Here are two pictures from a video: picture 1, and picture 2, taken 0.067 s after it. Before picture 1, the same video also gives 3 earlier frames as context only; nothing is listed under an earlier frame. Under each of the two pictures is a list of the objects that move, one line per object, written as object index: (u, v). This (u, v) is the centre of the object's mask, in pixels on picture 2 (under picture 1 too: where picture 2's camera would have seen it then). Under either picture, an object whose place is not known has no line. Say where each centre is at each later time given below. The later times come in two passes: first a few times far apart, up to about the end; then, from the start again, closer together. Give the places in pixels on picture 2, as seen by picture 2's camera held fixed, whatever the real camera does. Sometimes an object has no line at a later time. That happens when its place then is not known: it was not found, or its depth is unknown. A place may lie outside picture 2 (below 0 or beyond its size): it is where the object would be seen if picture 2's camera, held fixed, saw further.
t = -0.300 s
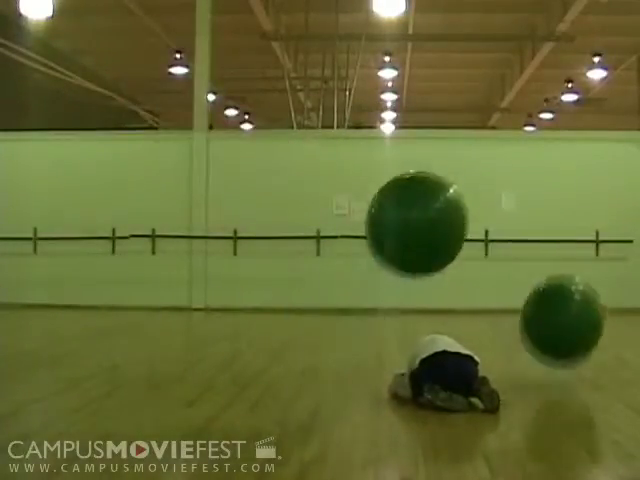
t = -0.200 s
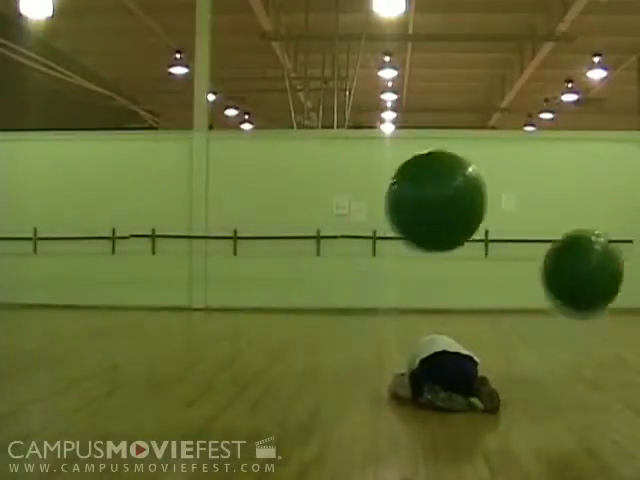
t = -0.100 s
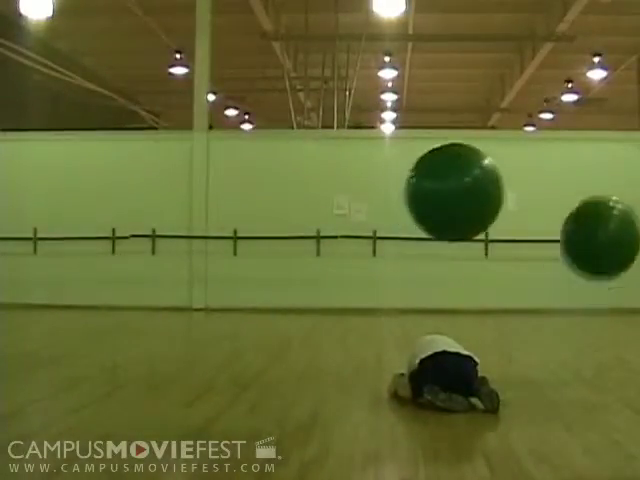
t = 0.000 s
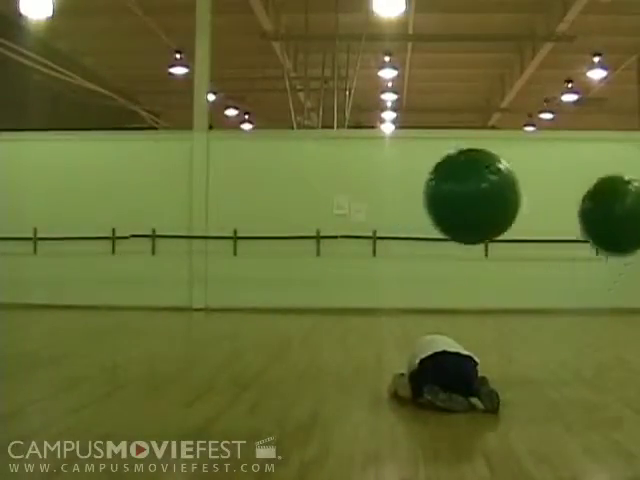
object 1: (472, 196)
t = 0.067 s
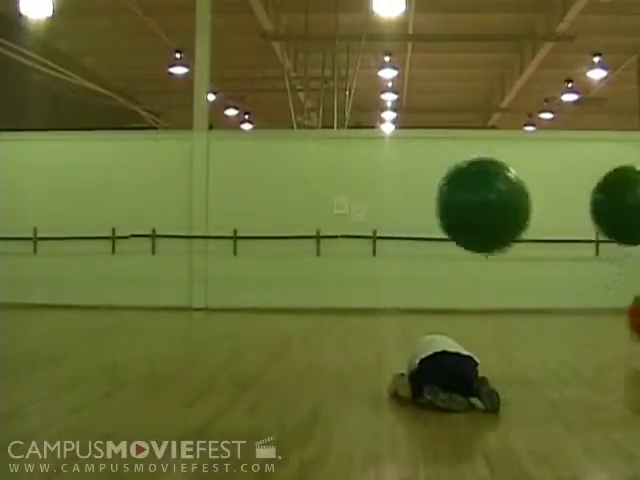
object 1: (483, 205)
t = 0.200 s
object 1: (505, 240)
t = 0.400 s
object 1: (535, 329)
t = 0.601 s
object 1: (562, 286)
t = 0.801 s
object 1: (585, 236)
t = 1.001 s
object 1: (605, 233)
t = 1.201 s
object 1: (616, 269)
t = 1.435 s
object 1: (627, 320)
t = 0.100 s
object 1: (489, 212)
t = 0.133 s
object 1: (494, 220)
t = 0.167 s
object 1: (499, 230)
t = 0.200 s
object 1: (505, 240)
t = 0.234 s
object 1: (510, 252)
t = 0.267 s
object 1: (515, 265)
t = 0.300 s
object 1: (521, 280)
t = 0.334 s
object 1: (525, 295)
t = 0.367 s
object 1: (530, 312)
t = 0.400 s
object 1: (535, 329)
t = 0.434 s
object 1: (539, 348)
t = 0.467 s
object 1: (543, 347)
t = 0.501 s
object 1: (548, 329)
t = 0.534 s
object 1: (553, 314)
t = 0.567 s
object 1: (557, 299)
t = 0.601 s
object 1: (562, 286)
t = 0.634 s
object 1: (567, 275)
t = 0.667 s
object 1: (570, 264)
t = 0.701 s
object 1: (574, 255)
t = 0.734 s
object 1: (578, 247)
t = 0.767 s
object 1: (582, 241)
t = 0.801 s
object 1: (585, 236)
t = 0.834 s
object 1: (589, 233)
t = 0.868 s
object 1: (593, 231)
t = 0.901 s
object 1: (597, 229)
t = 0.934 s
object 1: (600, 229)
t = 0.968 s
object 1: (602, 230)
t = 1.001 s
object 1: (605, 233)
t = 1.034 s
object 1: (607, 236)
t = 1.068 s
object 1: (609, 241)
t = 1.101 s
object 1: (611, 246)
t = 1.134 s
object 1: (613, 252)
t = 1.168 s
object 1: (615, 261)
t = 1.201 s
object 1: (616, 269)
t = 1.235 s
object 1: (618, 279)
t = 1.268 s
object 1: (619, 292)
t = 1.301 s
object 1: (621, 302)
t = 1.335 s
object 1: (623, 315)
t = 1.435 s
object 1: (627, 320)
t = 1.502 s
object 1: (629, 297)
